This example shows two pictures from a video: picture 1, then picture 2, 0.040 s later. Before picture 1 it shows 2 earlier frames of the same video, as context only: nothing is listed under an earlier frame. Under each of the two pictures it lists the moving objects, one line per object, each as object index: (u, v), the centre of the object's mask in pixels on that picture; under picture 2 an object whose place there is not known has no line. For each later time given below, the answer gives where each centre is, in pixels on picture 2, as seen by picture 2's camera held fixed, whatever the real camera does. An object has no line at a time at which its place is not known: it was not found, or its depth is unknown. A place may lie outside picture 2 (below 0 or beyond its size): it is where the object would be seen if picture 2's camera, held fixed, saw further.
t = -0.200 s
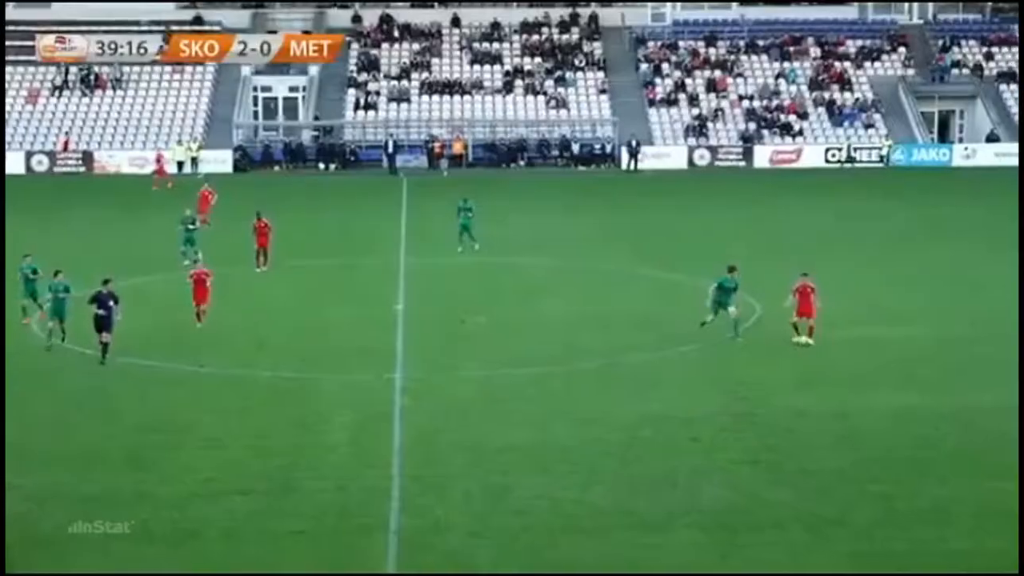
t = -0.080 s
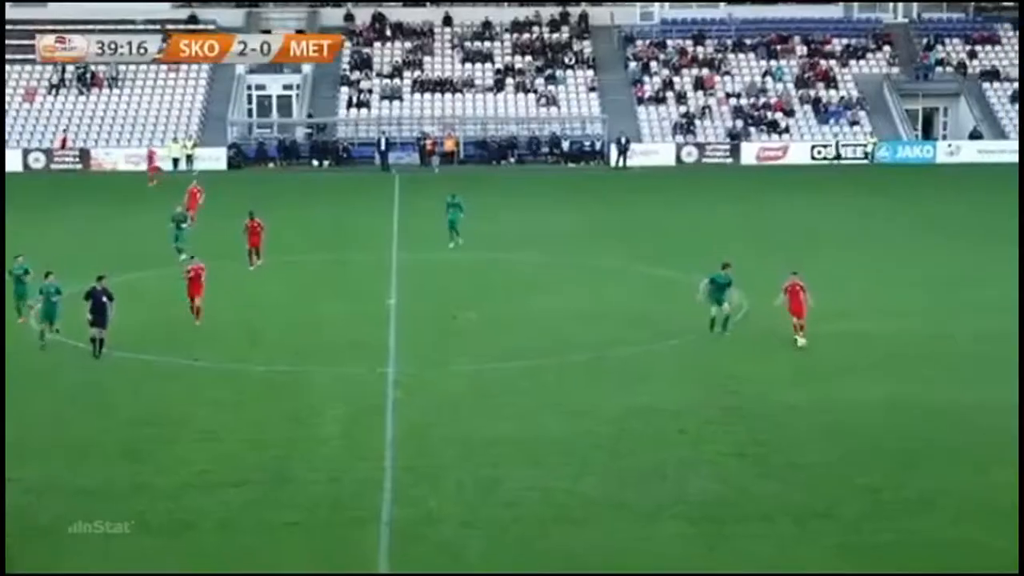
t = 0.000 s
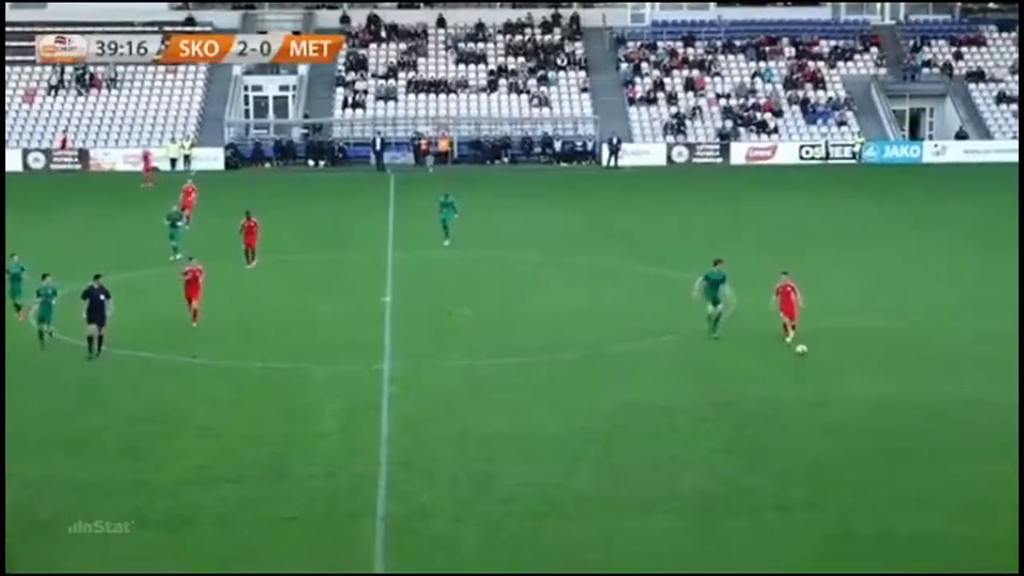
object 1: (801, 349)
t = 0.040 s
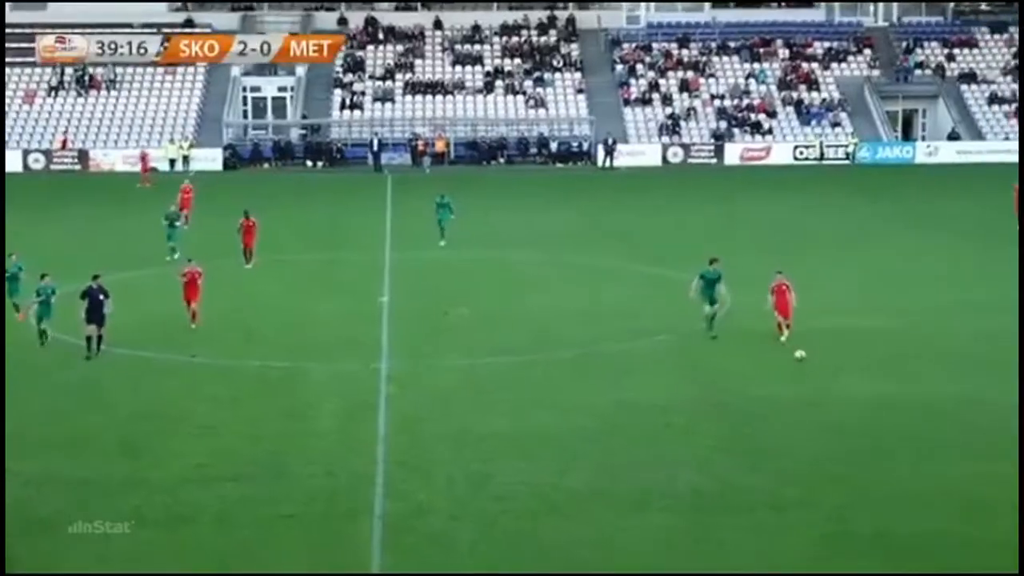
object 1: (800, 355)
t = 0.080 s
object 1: (802, 358)
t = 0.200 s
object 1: (812, 367)
